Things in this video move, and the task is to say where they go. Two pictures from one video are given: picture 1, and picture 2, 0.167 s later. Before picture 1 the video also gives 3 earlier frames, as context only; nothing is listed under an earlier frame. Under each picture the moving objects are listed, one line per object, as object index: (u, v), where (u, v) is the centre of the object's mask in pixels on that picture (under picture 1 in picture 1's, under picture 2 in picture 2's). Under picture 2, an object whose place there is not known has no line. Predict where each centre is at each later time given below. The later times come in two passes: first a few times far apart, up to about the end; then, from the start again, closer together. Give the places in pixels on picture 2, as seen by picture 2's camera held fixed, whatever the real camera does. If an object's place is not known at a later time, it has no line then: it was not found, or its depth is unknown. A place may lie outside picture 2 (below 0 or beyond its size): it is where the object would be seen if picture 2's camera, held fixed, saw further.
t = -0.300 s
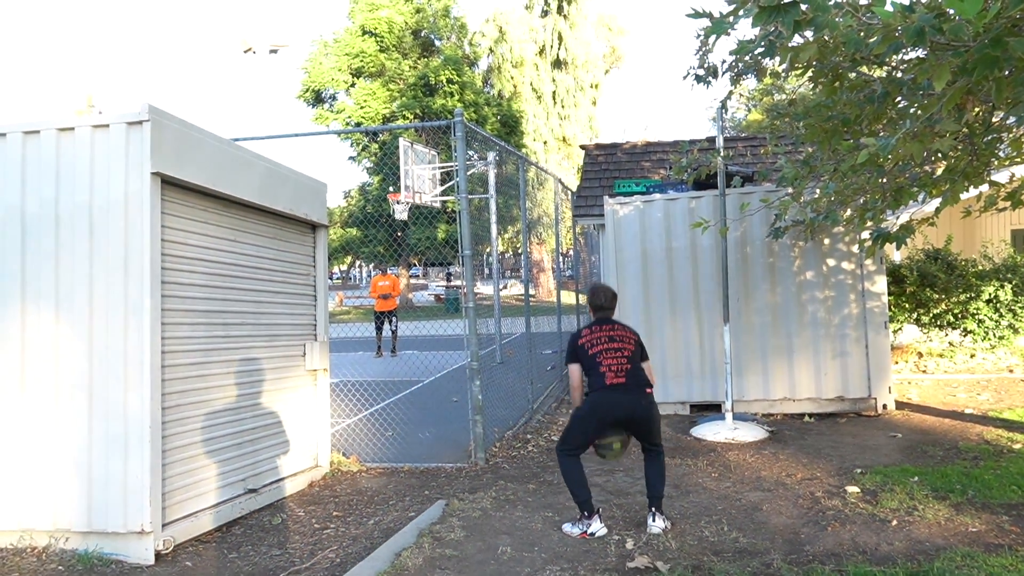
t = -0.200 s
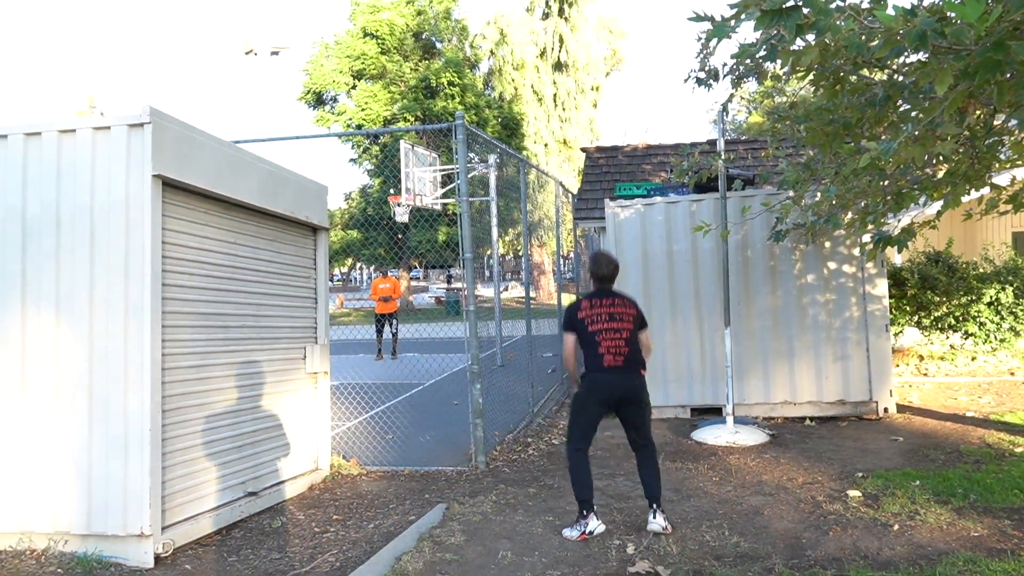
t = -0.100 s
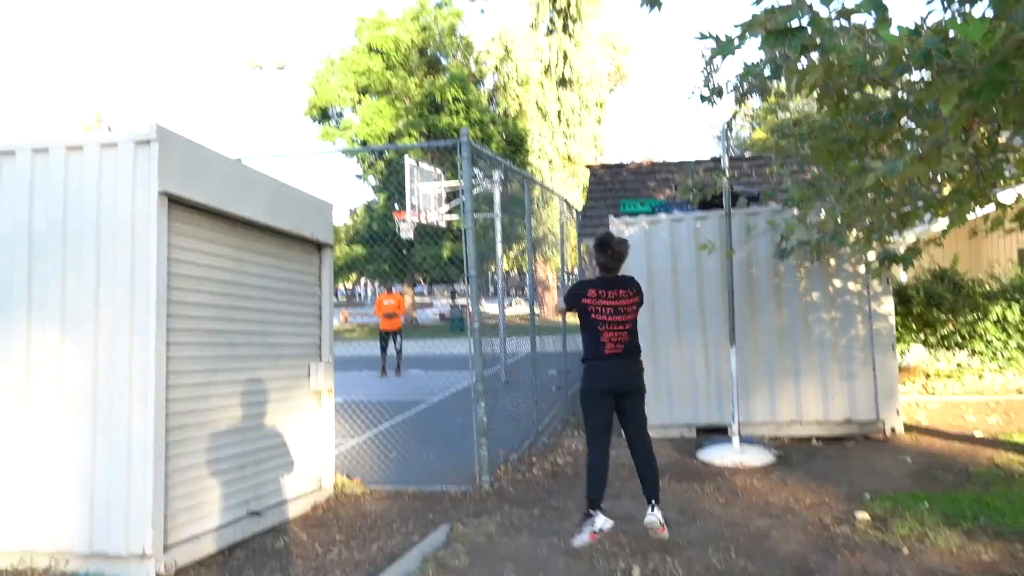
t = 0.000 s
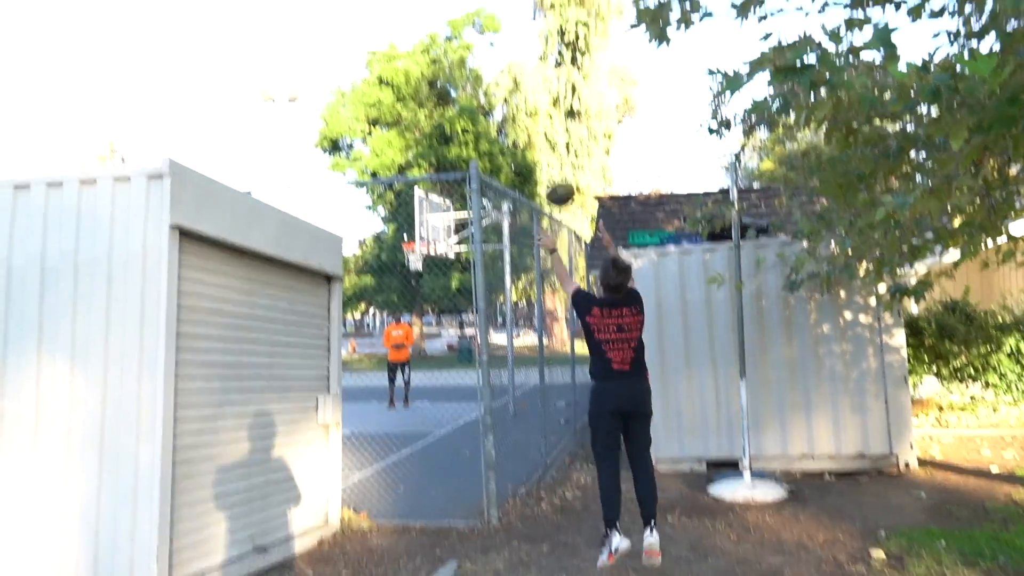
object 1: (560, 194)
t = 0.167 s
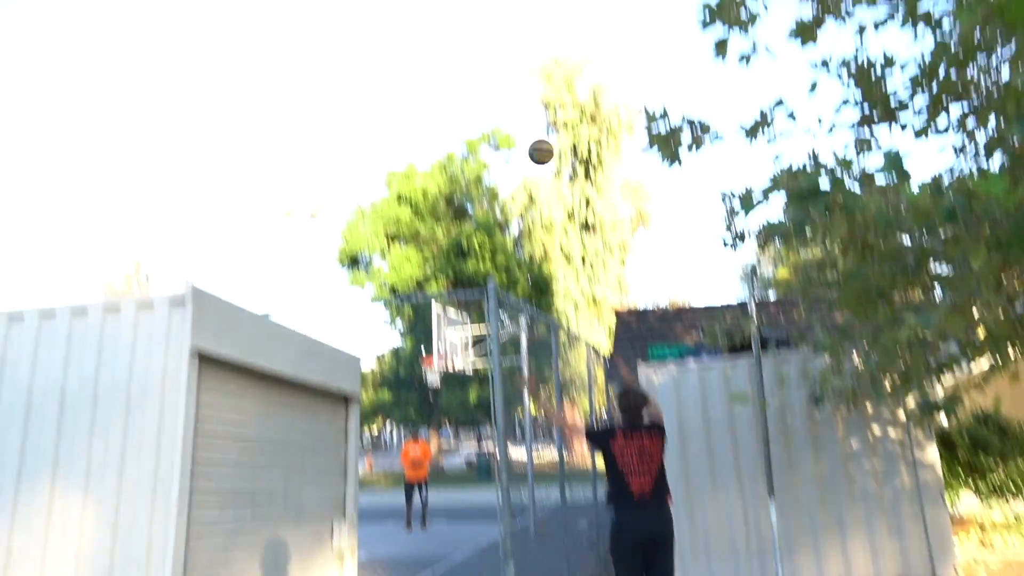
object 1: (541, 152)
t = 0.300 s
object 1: (521, 76)
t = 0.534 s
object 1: (496, 1)
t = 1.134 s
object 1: (459, 7)
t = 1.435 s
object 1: (447, 80)
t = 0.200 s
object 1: (536, 130)
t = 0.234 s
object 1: (530, 110)
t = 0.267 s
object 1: (525, 92)
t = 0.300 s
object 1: (521, 76)
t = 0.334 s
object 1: (516, 61)
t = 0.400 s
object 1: (509, 37)
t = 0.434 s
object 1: (505, 26)
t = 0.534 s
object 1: (496, 1)
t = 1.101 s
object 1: (460, 1)
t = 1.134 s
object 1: (459, 7)
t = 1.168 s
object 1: (457, 13)
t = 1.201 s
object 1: (456, 20)
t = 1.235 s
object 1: (454, 27)
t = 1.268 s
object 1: (453, 35)
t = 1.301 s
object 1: (452, 43)
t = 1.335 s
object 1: (450, 51)
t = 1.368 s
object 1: (449, 60)
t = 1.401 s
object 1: (449, 70)
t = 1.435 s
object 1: (447, 80)
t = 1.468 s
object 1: (447, 91)
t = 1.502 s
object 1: (445, 101)
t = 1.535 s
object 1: (444, 112)
